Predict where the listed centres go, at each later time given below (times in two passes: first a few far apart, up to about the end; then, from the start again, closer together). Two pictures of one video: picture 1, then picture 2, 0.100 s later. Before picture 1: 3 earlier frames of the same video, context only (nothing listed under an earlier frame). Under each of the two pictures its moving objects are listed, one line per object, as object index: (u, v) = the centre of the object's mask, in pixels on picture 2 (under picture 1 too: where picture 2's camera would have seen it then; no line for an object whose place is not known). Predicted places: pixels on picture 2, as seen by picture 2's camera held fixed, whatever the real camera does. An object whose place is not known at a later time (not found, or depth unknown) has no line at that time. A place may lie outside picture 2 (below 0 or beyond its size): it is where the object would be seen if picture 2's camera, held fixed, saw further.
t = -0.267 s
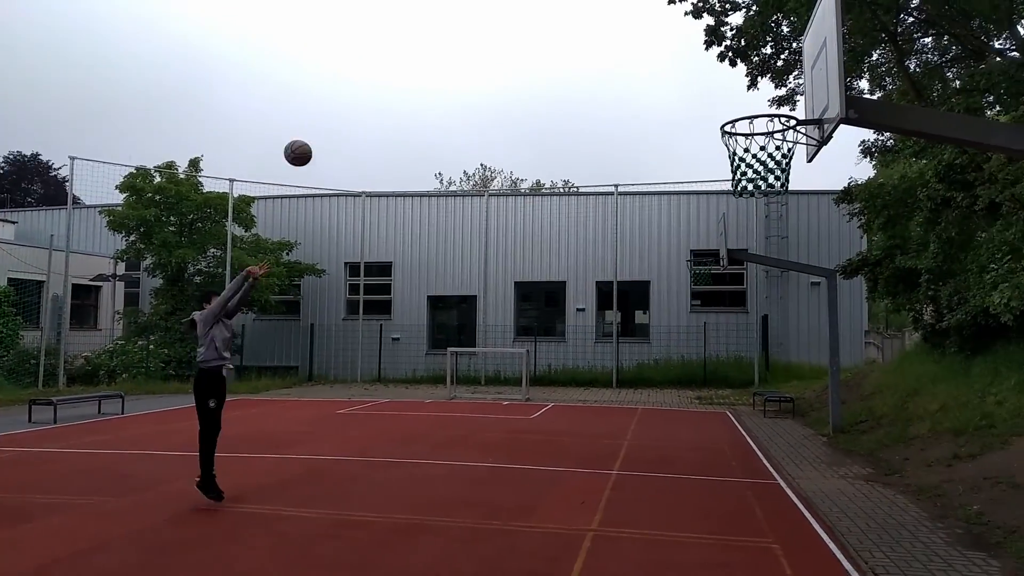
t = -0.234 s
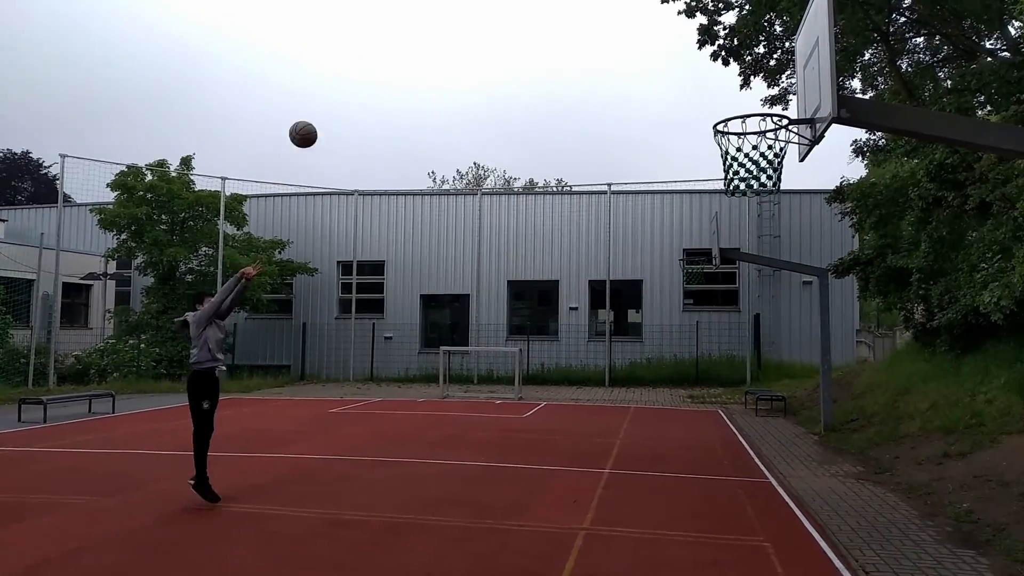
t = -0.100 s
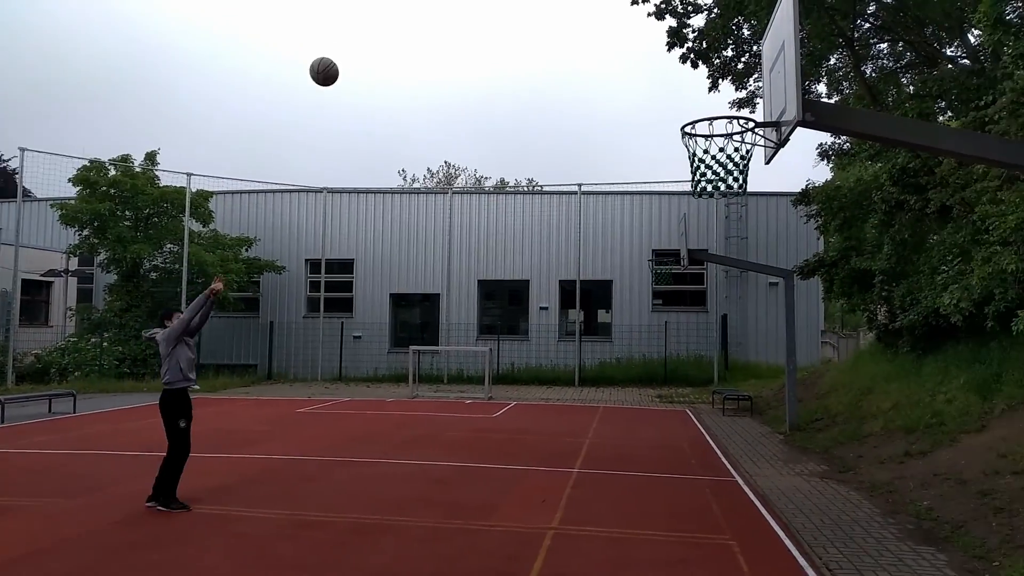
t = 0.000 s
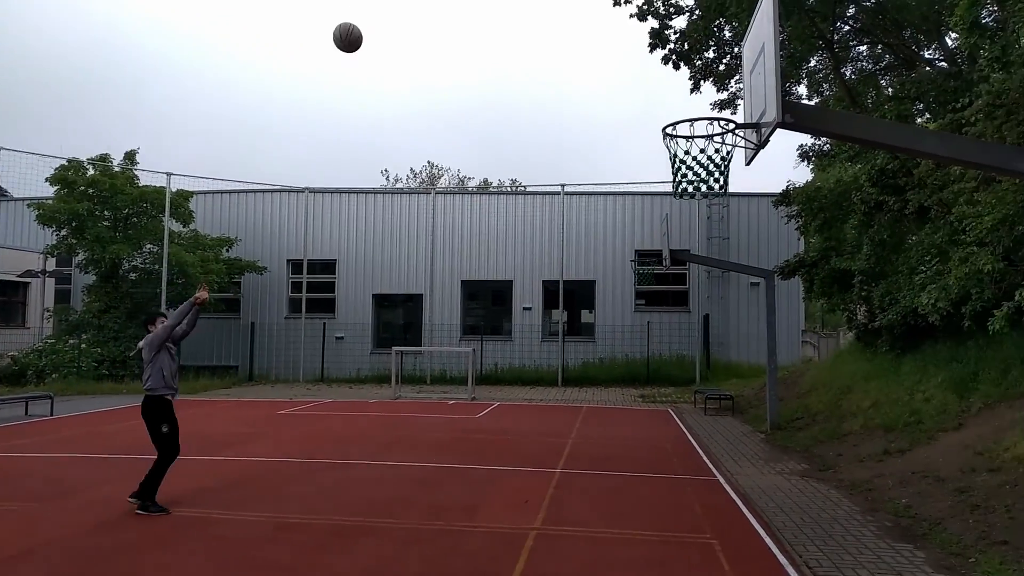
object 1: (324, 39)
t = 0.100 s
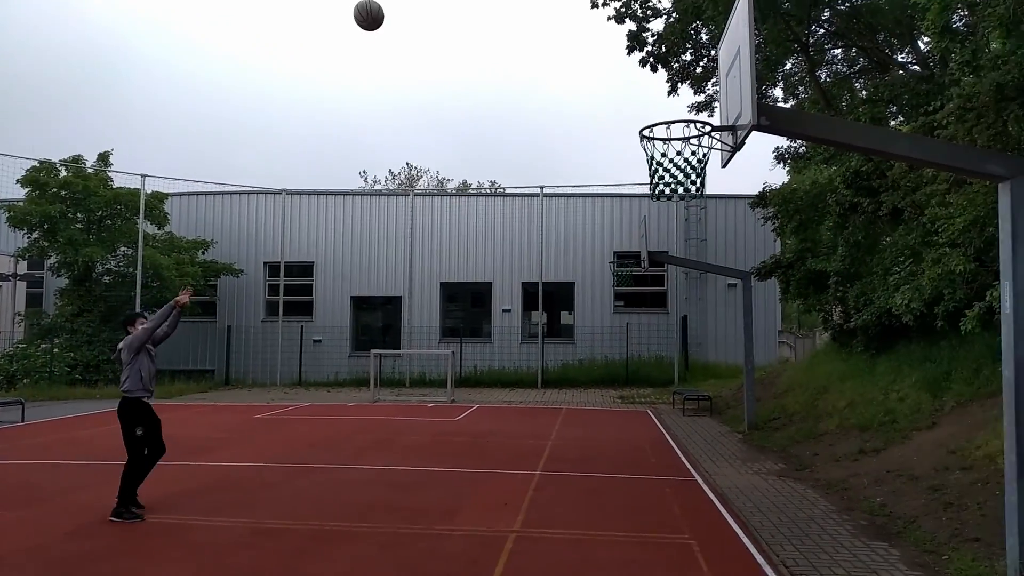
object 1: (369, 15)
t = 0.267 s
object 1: (445, 5)
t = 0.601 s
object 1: (621, 88)
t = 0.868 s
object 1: (667, 155)
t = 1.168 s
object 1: (667, 154)
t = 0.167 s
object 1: (400, 8)
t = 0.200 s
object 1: (414, 6)
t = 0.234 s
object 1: (429, 6)
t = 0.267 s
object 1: (445, 5)
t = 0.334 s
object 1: (479, 8)
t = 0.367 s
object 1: (495, 10)
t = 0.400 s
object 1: (512, 15)
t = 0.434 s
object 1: (529, 22)
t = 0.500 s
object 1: (565, 43)
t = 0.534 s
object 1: (583, 56)
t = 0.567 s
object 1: (602, 71)
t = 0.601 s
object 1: (621, 88)
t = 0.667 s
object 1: (662, 121)
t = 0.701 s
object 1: (684, 133)
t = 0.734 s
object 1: (688, 143)
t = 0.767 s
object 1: (686, 153)
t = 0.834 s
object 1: (673, 155)
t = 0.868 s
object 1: (667, 155)
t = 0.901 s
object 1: (660, 155)
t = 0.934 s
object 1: (656, 153)
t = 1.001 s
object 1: (653, 152)
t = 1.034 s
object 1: (653, 151)
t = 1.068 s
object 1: (655, 152)
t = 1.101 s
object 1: (658, 153)
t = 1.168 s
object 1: (667, 154)
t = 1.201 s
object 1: (671, 156)
